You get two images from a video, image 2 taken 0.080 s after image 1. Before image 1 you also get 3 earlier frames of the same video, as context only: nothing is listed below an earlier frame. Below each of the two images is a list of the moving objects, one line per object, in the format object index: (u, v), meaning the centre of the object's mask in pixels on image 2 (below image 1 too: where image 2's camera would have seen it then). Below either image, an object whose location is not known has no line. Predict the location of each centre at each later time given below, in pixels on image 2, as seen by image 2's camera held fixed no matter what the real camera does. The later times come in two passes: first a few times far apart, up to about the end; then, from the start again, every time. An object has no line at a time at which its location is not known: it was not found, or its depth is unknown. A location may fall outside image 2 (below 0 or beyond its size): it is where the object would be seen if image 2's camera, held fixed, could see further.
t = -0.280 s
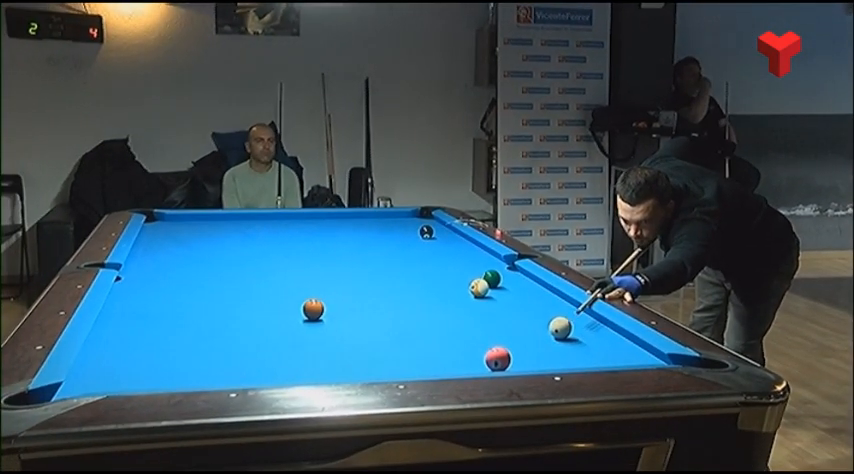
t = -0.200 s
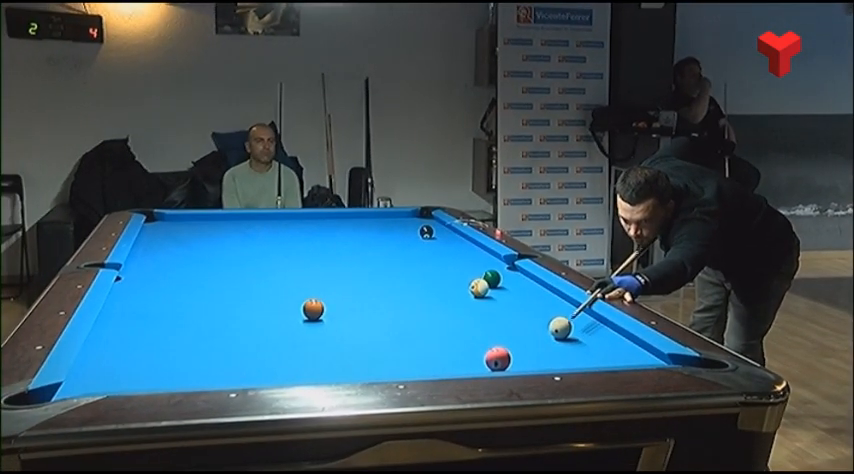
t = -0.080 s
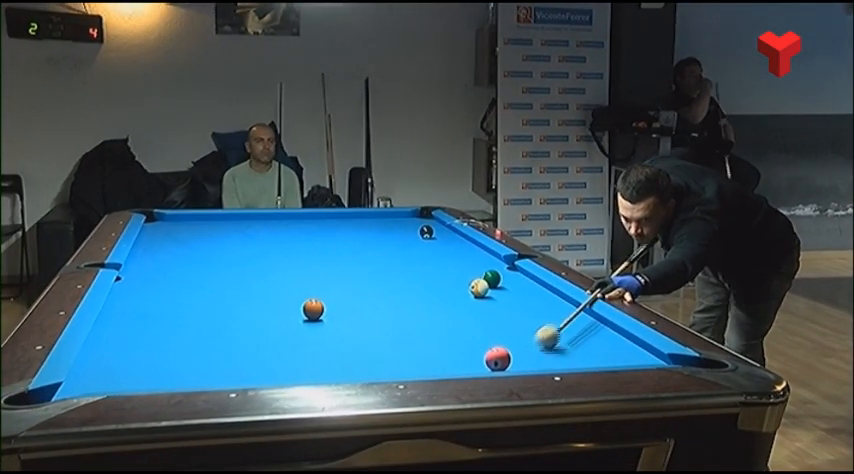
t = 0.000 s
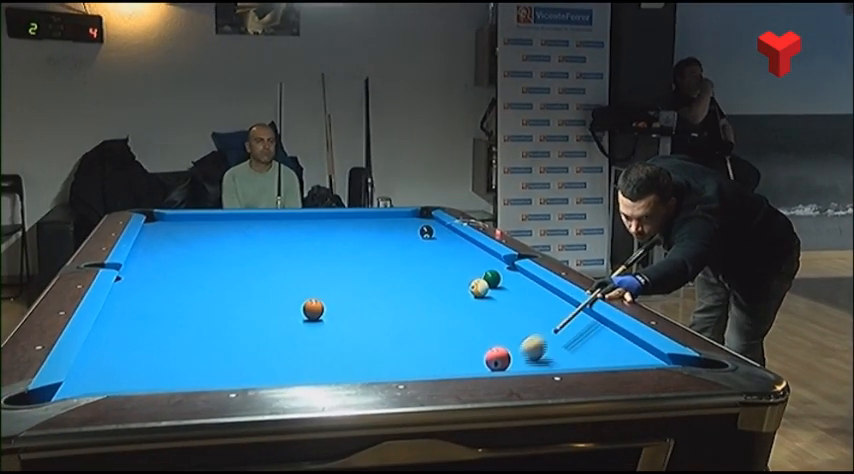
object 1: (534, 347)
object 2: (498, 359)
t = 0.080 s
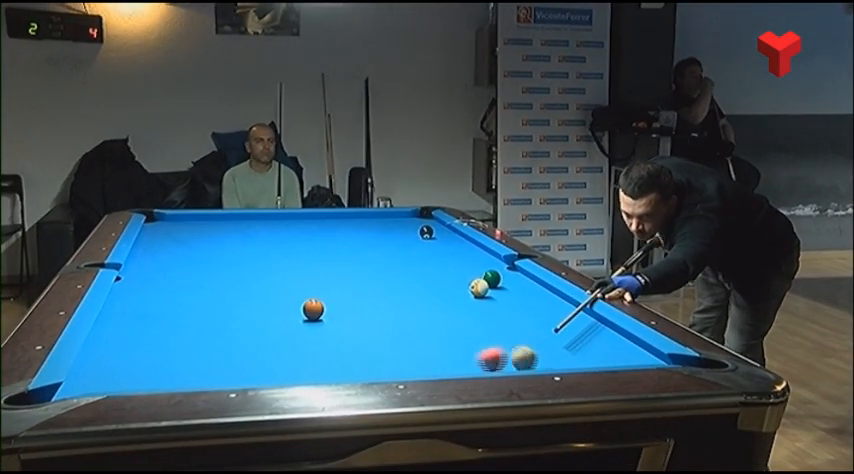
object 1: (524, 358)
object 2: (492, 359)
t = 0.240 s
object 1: (535, 361)
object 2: (448, 362)
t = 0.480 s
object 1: (533, 347)
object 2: (387, 367)
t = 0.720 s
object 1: (531, 331)
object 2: (327, 371)
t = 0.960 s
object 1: (530, 318)
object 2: (267, 375)
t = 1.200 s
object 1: (529, 307)
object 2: (206, 379)
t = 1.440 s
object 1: (528, 297)
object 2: (154, 381)
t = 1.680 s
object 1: (527, 288)
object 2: (103, 383)
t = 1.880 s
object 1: (526, 281)
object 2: (69, 387)
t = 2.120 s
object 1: (520, 275)
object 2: (73, 390)
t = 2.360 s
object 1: (507, 270)
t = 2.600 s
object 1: (495, 265)
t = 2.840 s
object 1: (484, 262)
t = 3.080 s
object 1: (474, 258)
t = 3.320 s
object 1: (466, 255)
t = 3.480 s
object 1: (461, 253)
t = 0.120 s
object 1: (529, 360)
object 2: (479, 360)
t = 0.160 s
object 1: (534, 362)
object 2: (468, 361)
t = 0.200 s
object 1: (536, 362)
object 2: (458, 362)
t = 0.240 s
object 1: (535, 361)
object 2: (448, 362)
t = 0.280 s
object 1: (535, 359)
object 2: (438, 363)
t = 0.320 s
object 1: (535, 357)
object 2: (428, 364)
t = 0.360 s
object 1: (534, 355)
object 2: (418, 364)
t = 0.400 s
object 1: (534, 352)
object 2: (407, 365)
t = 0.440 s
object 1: (533, 349)
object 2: (398, 366)
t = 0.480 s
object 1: (533, 347)
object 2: (387, 367)
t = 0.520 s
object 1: (533, 344)
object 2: (377, 367)
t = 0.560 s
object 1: (533, 341)
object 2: (368, 368)
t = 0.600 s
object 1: (532, 338)
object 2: (358, 369)
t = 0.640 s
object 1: (532, 336)
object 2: (348, 369)
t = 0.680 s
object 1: (532, 334)
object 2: (337, 370)
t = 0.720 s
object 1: (531, 331)
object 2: (327, 371)
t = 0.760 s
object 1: (531, 329)
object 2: (317, 372)
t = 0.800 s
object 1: (531, 326)
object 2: (307, 373)
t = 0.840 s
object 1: (531, 324)
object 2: (297, 373)
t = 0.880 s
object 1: (530, 322)
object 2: (287, 374)
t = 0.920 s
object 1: (530, 320)
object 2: (277, 375)
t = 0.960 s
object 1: (530, 318)
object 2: (267, 375)
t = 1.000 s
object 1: (530, 316)
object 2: (256, 376)
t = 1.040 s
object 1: (530, 314)
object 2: (246, 377)
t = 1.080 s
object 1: (530, 312)
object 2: (237, 377)
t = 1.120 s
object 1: (529, 310)
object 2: (226, 378)
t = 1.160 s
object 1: (529, 308)
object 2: (216, 378)
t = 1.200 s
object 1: (529, 307)
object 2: (206, 379)
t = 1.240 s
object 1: (529, 305)
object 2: (197, 379)
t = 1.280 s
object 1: (529, 303)
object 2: (189, 380)
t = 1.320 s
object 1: (529, 301)
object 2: (179, 380)
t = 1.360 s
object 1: (528, 300)
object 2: (171, 380)
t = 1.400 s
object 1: (528, 298)
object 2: (162, 381)
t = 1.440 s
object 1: (528, 297)
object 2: (154, 381)
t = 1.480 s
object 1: (528, 295)
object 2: (145, 381)
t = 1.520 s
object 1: (528, 293)
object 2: (136, 382)
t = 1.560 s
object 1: (527, 292)
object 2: (128, 382)
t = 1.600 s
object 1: (527, 290)
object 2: (119, 382)
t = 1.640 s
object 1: (527, 289)
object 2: (111, 382)
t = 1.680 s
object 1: (527, 288)
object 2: (103, 383)
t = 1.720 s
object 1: (527, 286)
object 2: (94, 383)
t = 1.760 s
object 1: (527, 285)
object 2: (86, 384)
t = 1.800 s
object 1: (527, 284)
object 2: (77, 386)
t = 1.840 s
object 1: (527, 283)
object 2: (70, 386)
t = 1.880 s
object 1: (526, 281)
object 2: (69, 387)
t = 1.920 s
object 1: (527, 280)
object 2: (70, 387)
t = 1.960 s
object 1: (526, 279)
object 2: (70, 388)
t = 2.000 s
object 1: (526, 278)
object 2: (71, 388)
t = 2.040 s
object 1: (525, 276)
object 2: (72, 389)
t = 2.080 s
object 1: (522, 276)
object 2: (73, 389)
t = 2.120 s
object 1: (520, 275)
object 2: (73, 390)
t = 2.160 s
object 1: (518, 274)
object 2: (71, 391)
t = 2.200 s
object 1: (516, 273)
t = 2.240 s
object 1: (513, 272)
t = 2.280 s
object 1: (511, 271)
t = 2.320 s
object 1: (509, 271)
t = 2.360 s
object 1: (507, 270)
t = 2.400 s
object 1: (505, 269)
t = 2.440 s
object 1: (503, 268)
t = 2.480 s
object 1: (501, 267)
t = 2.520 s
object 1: (499, 266)
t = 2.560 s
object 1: (497, 265)
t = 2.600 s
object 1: (495, 265)
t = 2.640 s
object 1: (493, 264)
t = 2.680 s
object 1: (491, 264)
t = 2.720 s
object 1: (489, 263)
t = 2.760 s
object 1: (488, 263)
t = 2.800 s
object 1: (486, 262)
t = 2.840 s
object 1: (484, 262)
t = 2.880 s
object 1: (482, 261)
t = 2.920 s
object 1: (481, 260)
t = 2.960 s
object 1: (479, 260)
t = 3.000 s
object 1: (477, 259)
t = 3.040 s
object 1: (476, 258)
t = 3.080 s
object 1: (474, 258)
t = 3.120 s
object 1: (473, 258)
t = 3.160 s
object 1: (471, 257)
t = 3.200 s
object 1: (470, 257)
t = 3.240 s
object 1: (468, 256)
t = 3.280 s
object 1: (467, 256)
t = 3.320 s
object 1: (466, 255)
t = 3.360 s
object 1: (464, 255)
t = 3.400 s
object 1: (463, 254)
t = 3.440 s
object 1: (462, 254)
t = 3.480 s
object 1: (461, 253)
